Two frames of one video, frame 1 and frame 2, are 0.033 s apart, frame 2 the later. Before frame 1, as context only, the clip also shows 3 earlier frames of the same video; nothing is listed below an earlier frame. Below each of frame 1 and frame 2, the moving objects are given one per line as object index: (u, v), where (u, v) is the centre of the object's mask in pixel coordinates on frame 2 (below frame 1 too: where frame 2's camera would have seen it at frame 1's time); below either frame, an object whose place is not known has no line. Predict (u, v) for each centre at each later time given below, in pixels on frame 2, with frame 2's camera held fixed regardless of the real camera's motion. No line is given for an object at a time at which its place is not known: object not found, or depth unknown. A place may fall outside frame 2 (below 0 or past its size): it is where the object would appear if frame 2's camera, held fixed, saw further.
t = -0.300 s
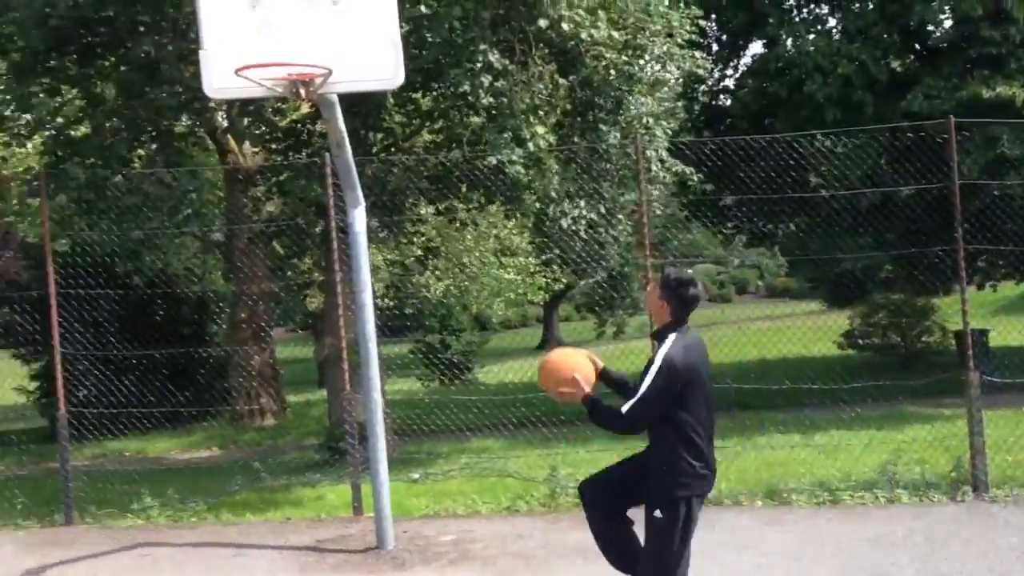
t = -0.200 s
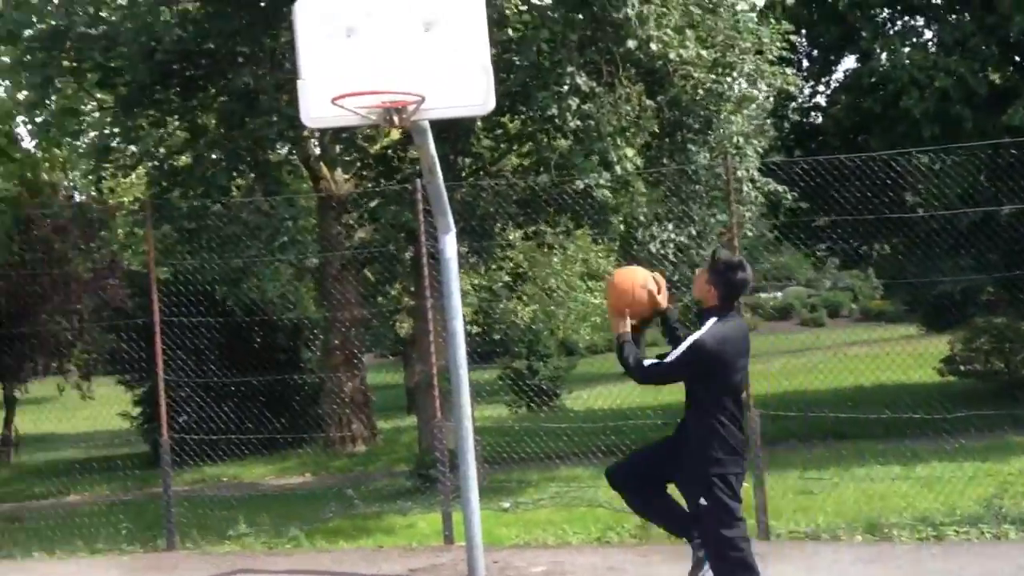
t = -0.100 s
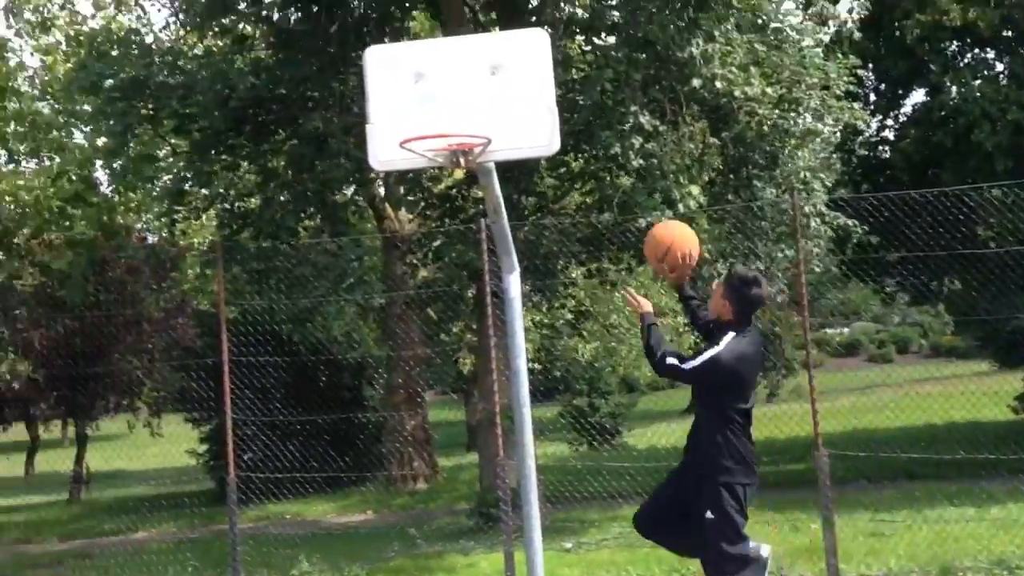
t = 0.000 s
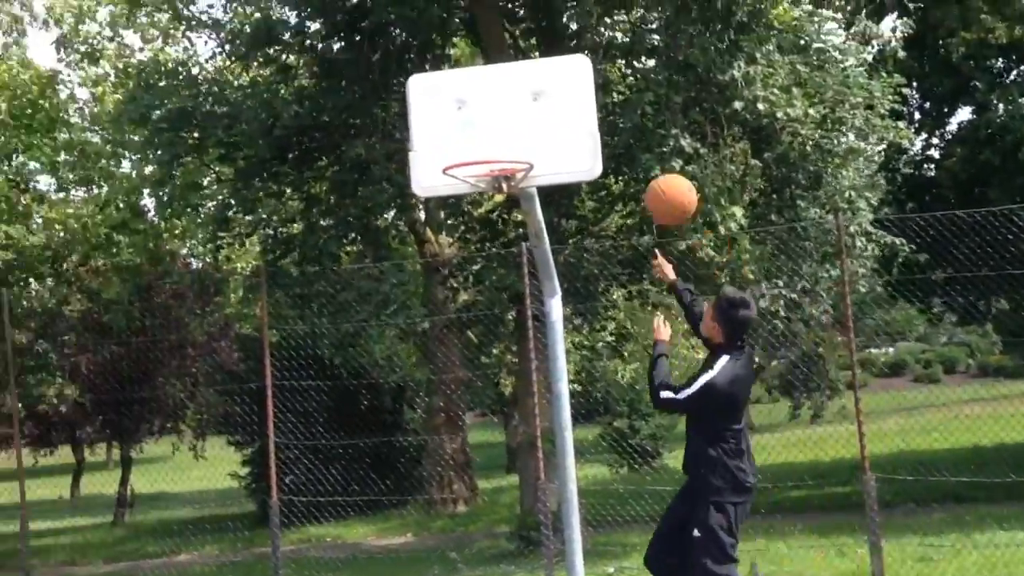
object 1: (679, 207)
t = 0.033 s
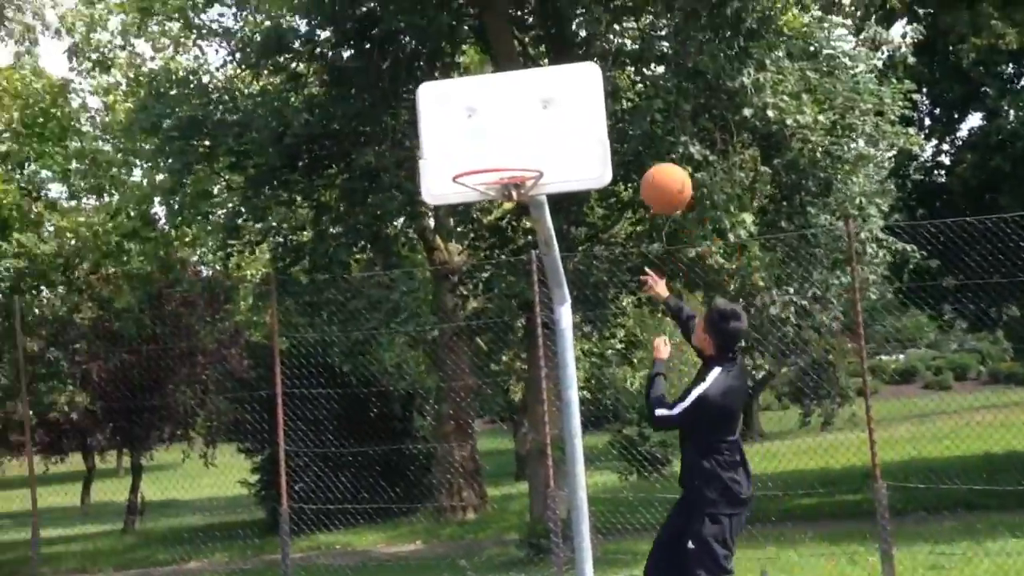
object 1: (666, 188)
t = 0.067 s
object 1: (654, 174)
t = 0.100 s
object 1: (642, 162)
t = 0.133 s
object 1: (634, 153)
